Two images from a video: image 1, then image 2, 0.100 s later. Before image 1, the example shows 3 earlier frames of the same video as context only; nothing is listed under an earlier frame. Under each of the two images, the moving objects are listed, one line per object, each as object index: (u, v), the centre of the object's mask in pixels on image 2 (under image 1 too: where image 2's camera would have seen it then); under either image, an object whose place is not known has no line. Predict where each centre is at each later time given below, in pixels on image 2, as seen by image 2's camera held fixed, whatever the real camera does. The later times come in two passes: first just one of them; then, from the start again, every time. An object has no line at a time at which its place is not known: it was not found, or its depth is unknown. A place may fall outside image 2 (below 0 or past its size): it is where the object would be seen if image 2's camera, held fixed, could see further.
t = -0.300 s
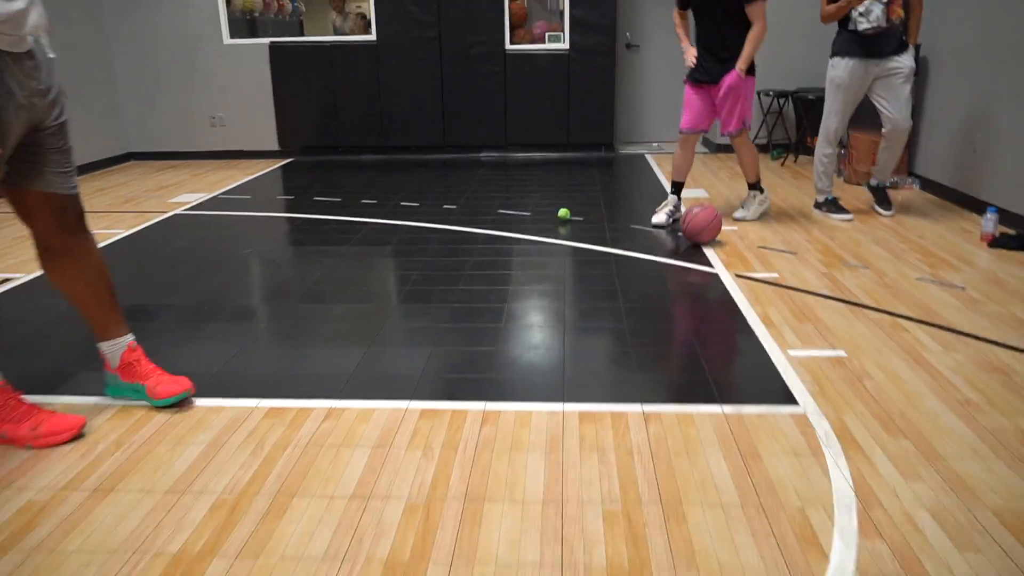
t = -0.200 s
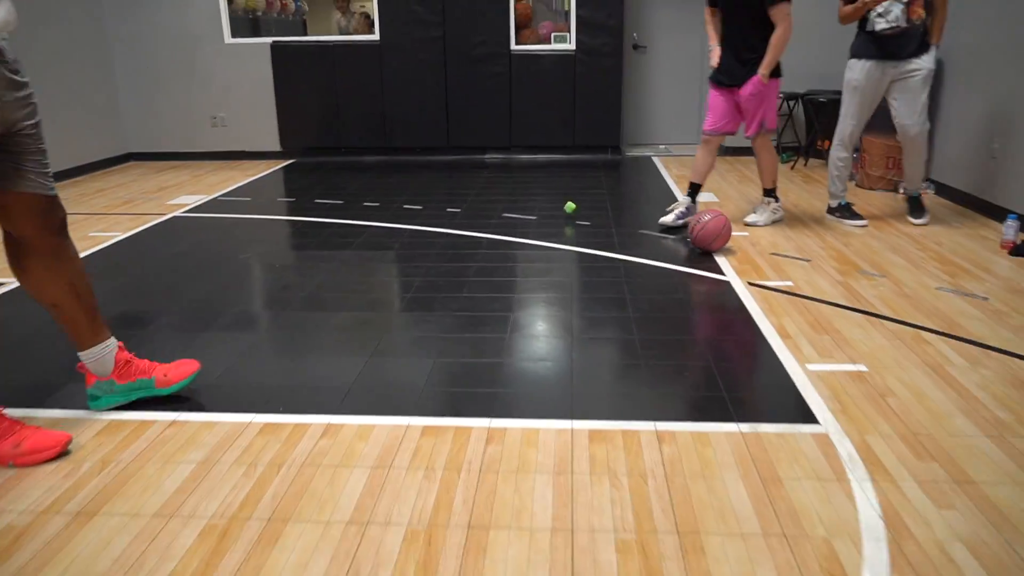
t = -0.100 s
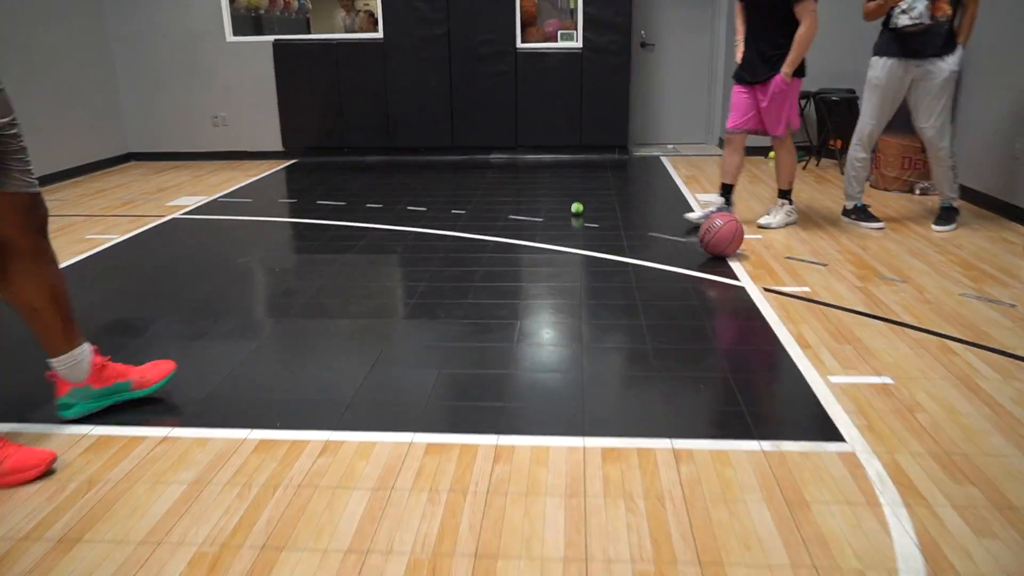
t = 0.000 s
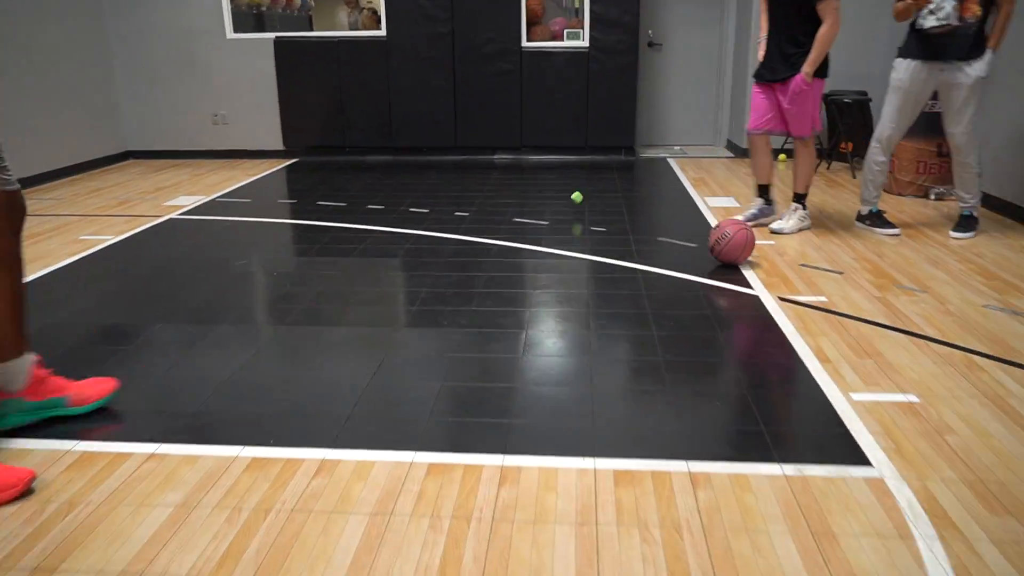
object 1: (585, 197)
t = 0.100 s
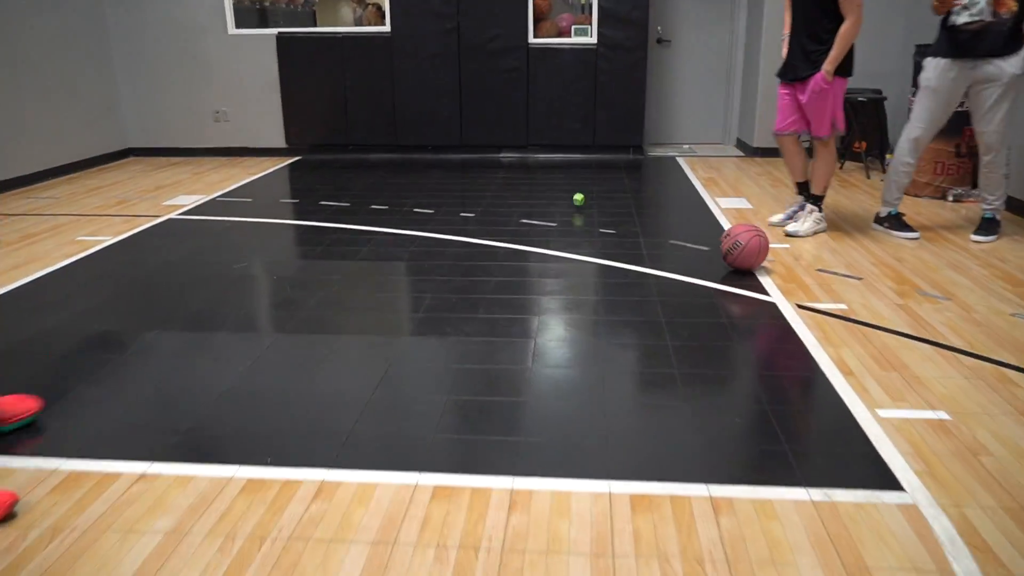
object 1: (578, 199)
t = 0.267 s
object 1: (572, 191)
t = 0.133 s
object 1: (577, 200)
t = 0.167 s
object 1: (576, 195)
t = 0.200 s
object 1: (574, 193)
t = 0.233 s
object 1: (573, 191)
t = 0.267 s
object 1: (572, 191)
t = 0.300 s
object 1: (571, 193)
